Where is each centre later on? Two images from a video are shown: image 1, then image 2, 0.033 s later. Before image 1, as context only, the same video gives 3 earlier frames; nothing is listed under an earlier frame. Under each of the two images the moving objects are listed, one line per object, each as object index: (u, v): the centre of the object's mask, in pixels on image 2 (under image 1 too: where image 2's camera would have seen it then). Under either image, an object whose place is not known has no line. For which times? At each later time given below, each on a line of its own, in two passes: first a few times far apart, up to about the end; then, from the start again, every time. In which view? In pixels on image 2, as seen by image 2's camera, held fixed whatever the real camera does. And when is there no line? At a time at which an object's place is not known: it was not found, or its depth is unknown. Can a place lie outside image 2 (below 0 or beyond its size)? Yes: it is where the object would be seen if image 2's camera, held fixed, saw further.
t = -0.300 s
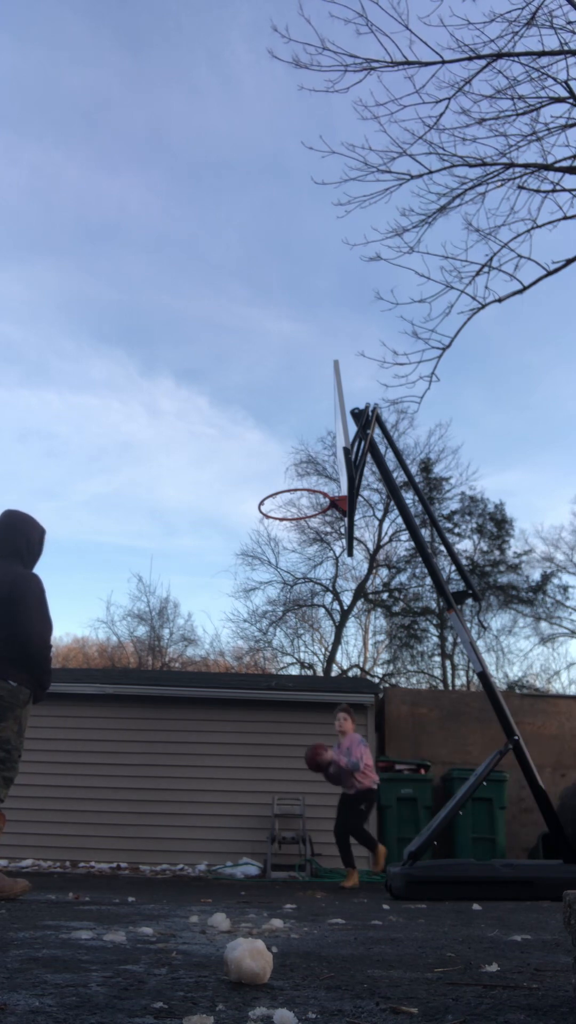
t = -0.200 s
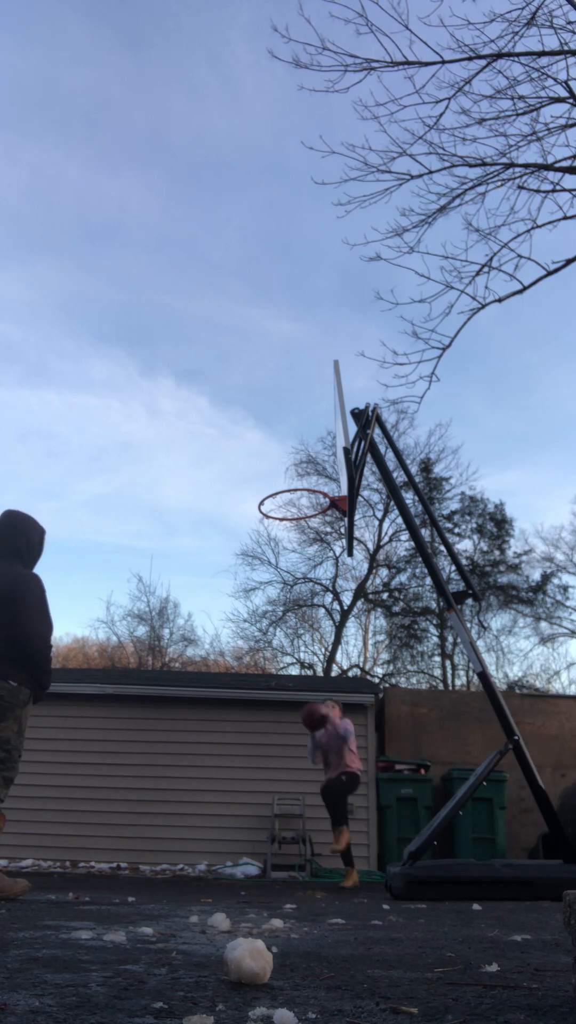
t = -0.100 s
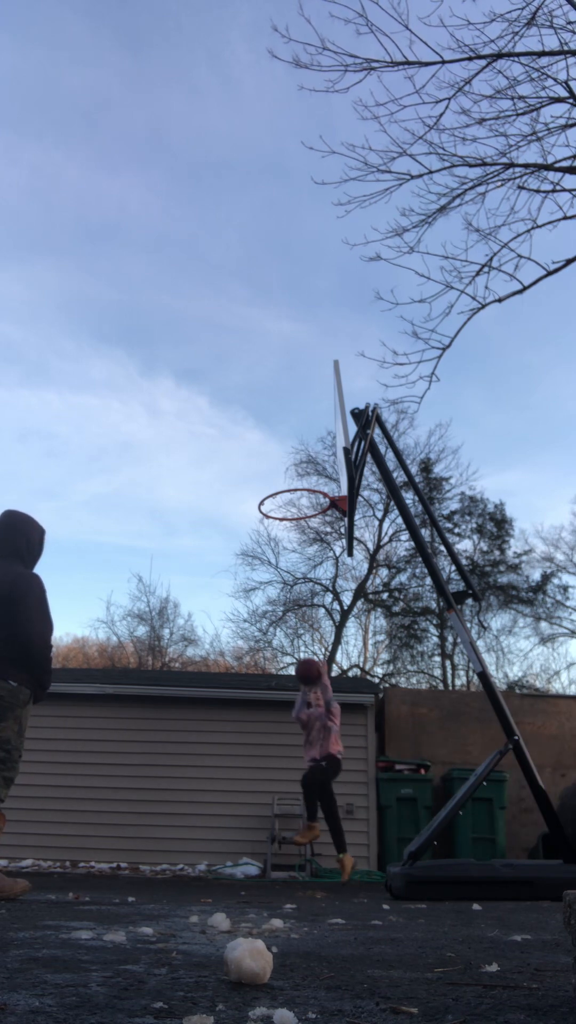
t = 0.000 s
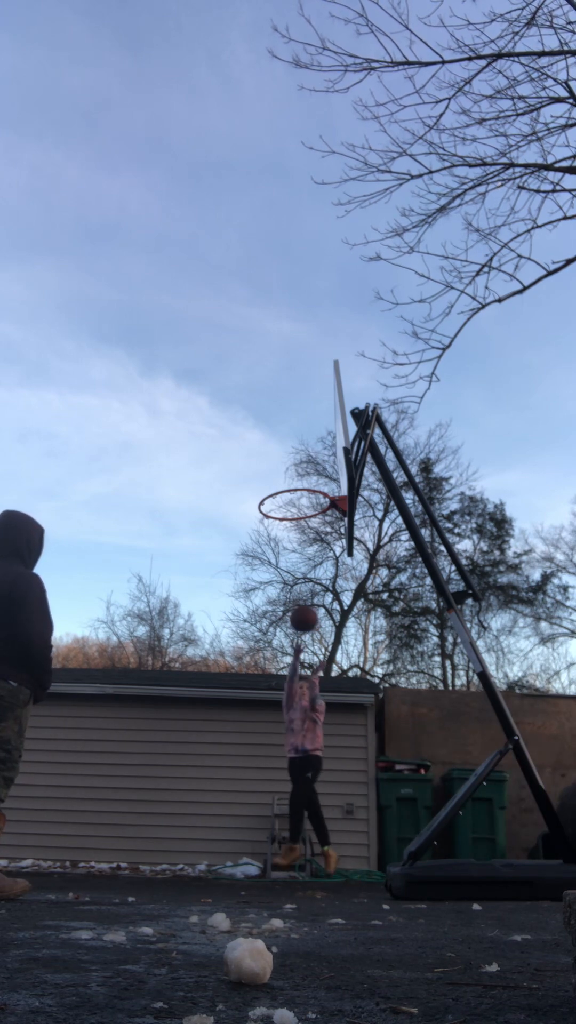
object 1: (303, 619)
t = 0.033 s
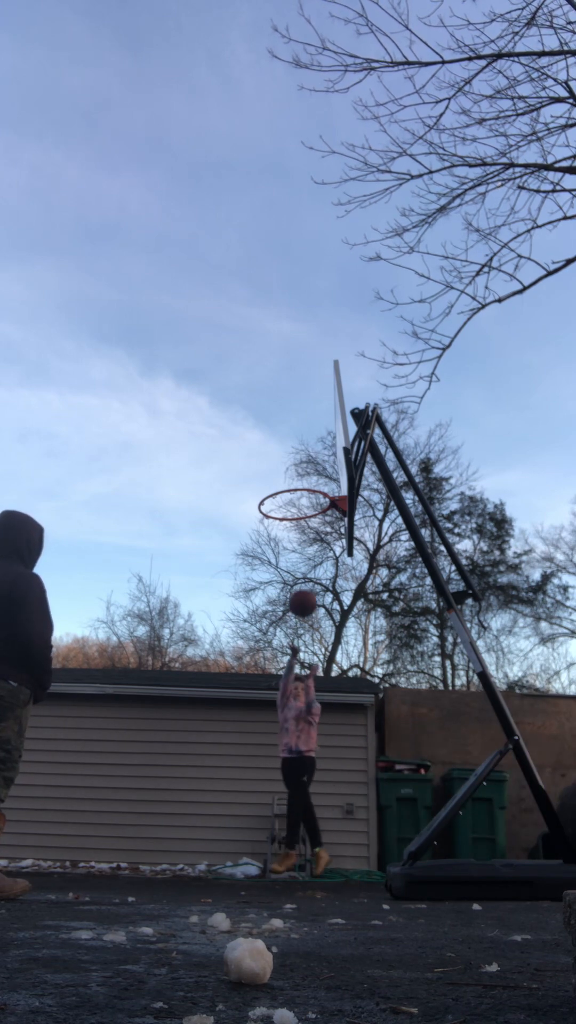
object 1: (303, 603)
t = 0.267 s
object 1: (293, 522)
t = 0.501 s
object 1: (279, 497)
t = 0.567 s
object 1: (274, 502)
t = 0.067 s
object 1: (302, 589)
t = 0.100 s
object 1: (300, 575)
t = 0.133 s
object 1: (299, 562)
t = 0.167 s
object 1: (298, 551)
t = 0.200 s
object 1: (296, 540)
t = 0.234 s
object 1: (295, 531)
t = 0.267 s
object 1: (293, 522)
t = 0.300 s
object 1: (292, 515)
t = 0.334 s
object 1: (290, 509)
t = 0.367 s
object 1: (288, 504)
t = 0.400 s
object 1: (286, 500)
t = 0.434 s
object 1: (284, 498)
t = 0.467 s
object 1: (282, 497)
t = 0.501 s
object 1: (279, 497)
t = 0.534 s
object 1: (277, 499)
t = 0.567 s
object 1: (274, 502)
